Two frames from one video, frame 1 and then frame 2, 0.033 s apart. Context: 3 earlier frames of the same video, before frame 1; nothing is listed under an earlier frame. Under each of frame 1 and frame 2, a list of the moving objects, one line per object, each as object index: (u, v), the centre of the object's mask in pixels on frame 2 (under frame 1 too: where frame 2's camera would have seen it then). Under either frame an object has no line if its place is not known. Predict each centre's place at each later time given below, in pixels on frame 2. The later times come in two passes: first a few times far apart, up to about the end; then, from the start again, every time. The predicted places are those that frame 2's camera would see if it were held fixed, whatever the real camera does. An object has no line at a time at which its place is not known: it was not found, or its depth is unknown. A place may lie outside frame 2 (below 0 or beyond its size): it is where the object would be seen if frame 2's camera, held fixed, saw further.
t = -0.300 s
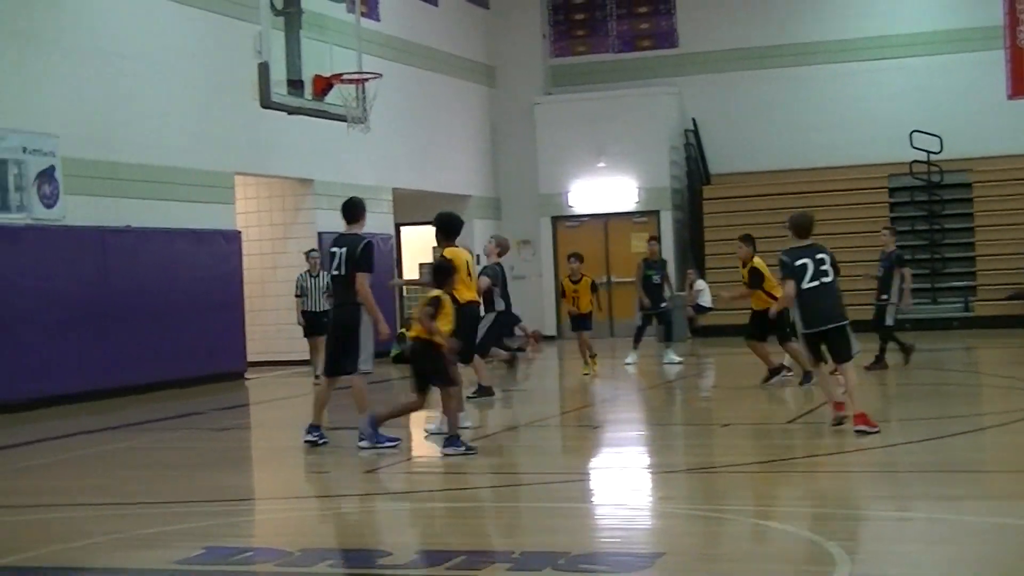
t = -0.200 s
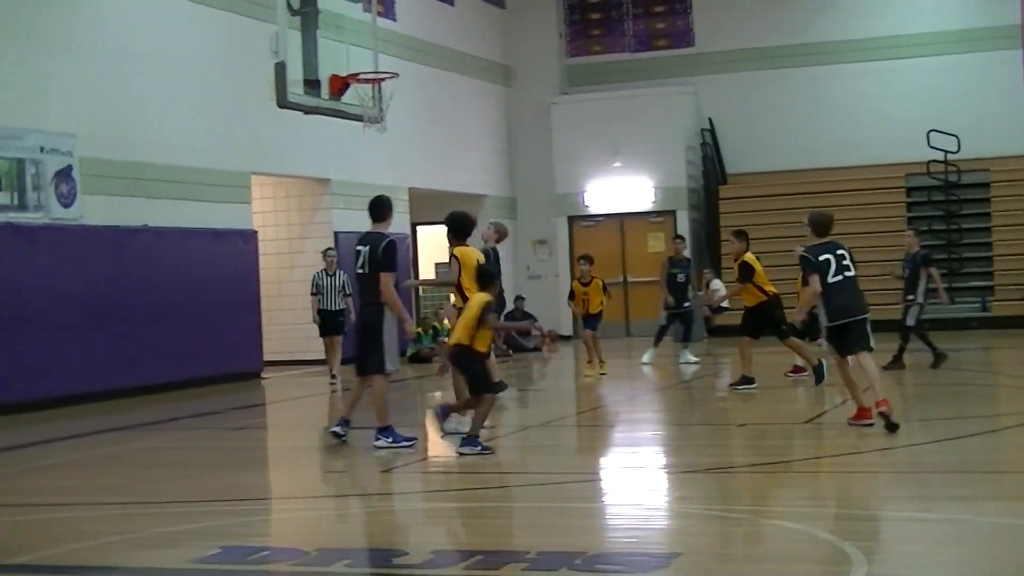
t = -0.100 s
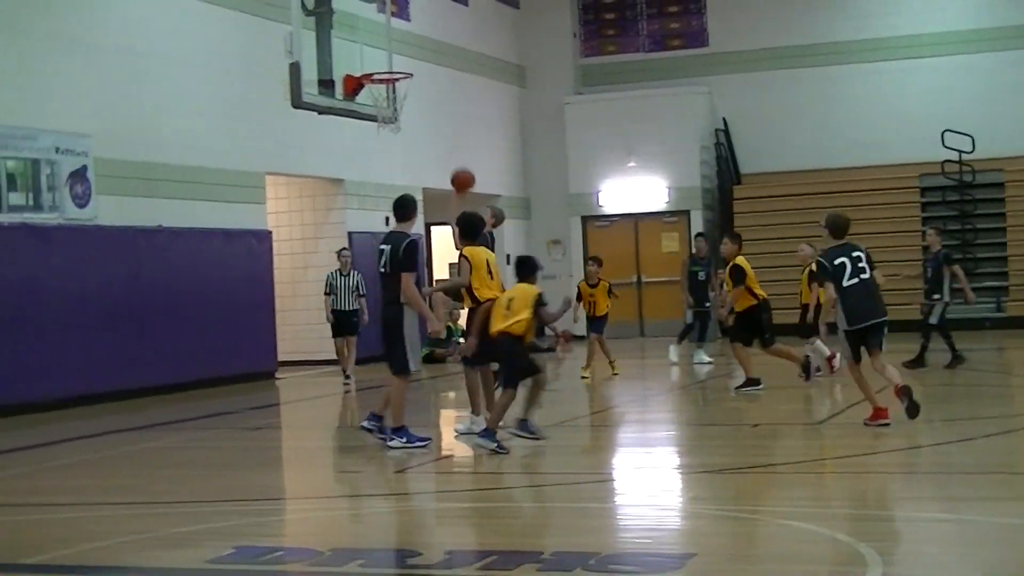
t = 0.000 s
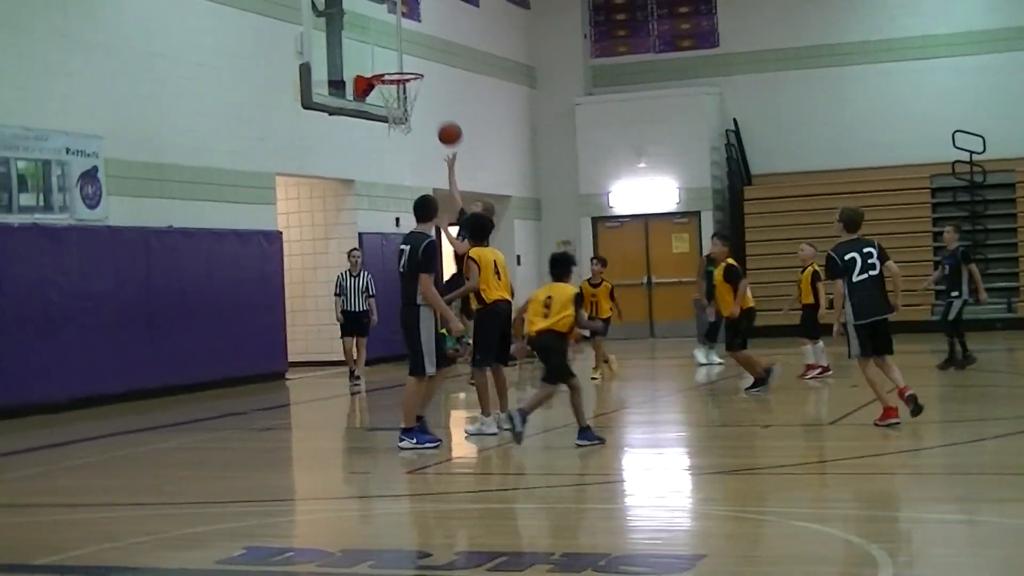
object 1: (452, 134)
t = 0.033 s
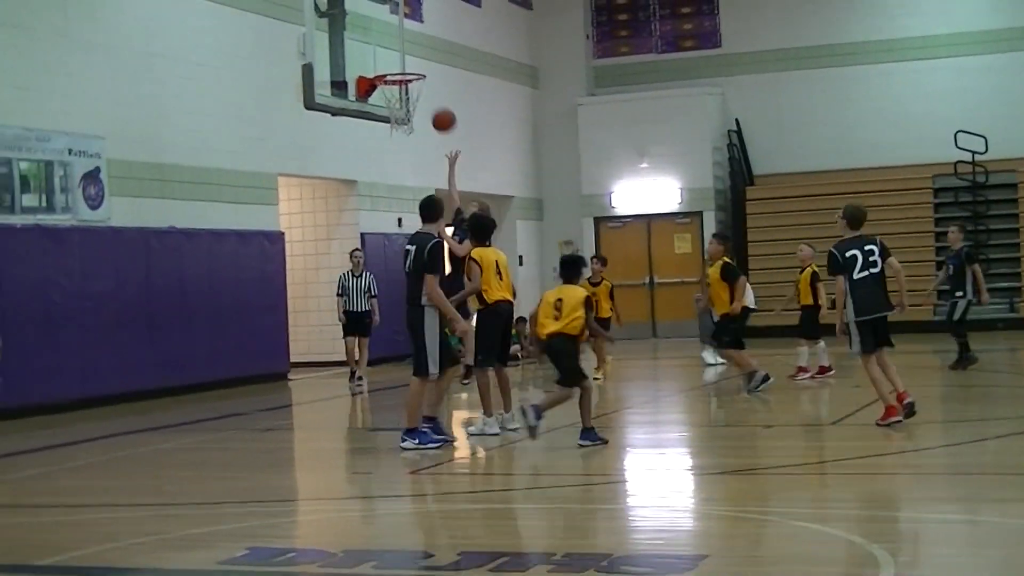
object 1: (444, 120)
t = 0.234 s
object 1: (395, 60)
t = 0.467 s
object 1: (402, 51)
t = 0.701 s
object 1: (396, 69)
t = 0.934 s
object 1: (397, 112)
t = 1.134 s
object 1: (410, 165)
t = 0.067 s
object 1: (436, 108)
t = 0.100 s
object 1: (430, 97)
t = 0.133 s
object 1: (421, 87)
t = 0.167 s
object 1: (411, 75)
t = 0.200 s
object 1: (403, 65)
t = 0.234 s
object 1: (395, 60)
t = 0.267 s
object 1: (387, 54)
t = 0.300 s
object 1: (386, 51)
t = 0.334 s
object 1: (389, 48)
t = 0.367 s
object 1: (392, 47)
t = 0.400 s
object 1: (396, 47)
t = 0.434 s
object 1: (399, 48)
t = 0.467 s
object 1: (402, 51)
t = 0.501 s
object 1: (406, 54)
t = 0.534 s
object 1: (409, 58)
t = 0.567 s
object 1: (413, 64)
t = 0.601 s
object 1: (413, 65)
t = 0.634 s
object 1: (407, 67)
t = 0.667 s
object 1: (401, 66)
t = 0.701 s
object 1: (396, 69)
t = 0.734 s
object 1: (391, 77)
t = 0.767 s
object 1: (386, 82)
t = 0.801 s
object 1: (387, 86)
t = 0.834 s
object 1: (389, 91)
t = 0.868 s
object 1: (392, 97)
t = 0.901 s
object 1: (394, 105)
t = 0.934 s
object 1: (397, 112)
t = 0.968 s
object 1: (399, 118)
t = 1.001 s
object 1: (401, 125)
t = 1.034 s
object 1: (403, 134)
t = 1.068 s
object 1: (406, 143)
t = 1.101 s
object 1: (408, 153)
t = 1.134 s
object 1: (410, 165)
